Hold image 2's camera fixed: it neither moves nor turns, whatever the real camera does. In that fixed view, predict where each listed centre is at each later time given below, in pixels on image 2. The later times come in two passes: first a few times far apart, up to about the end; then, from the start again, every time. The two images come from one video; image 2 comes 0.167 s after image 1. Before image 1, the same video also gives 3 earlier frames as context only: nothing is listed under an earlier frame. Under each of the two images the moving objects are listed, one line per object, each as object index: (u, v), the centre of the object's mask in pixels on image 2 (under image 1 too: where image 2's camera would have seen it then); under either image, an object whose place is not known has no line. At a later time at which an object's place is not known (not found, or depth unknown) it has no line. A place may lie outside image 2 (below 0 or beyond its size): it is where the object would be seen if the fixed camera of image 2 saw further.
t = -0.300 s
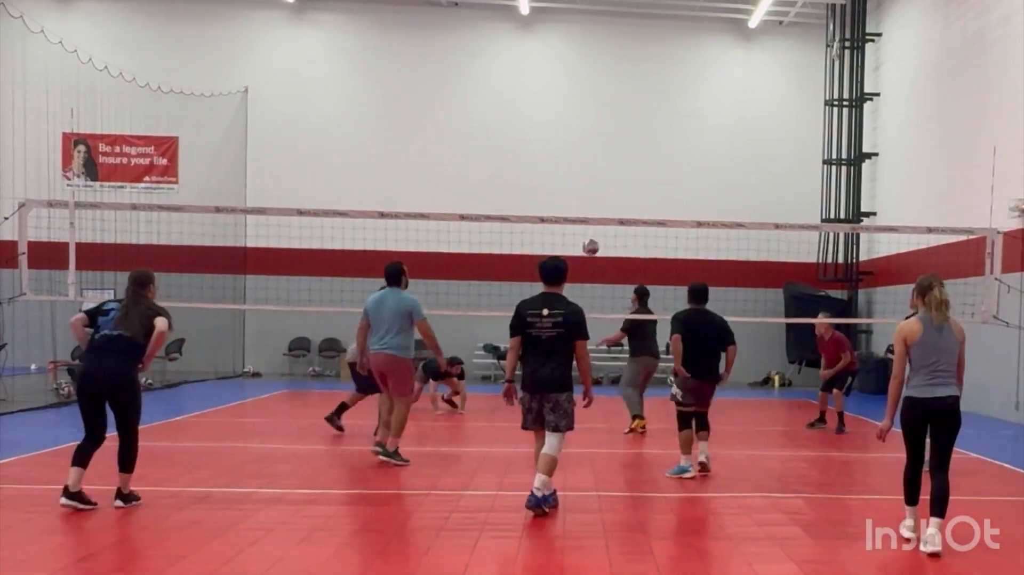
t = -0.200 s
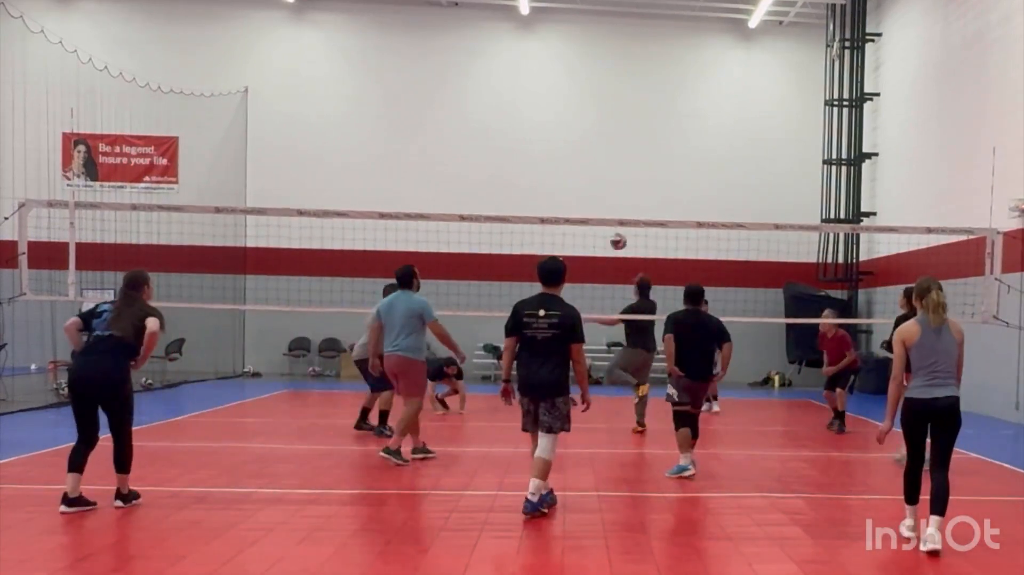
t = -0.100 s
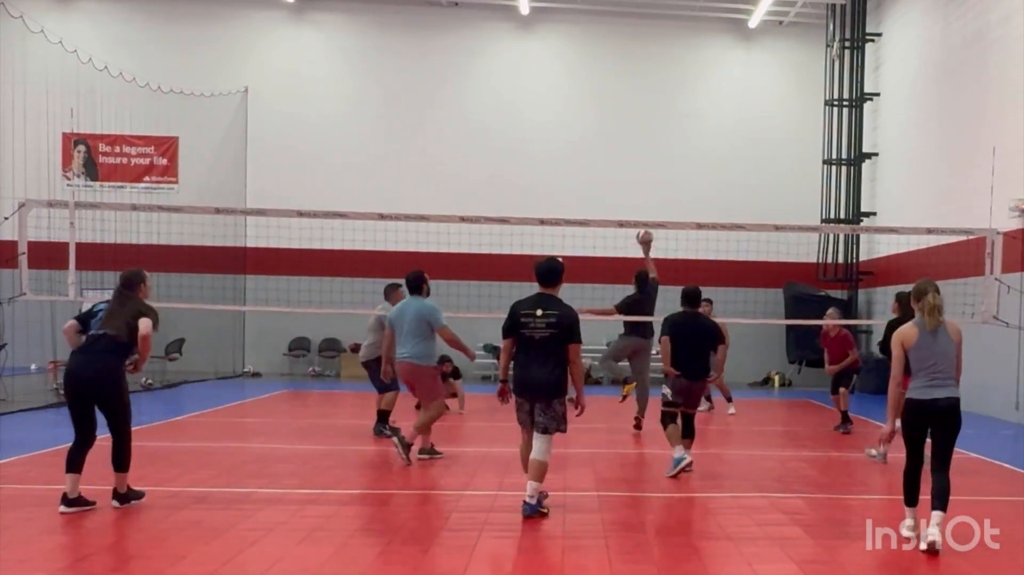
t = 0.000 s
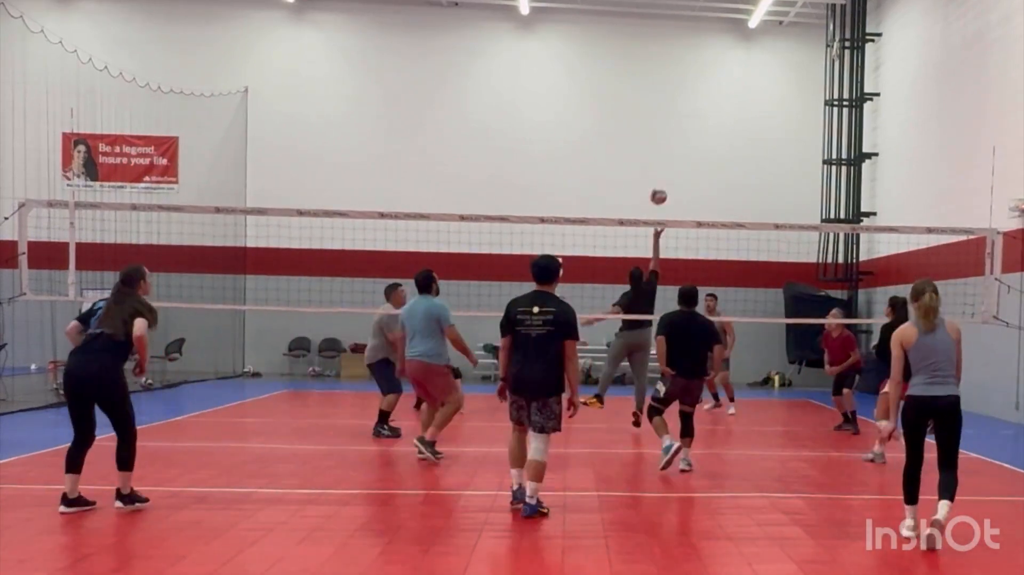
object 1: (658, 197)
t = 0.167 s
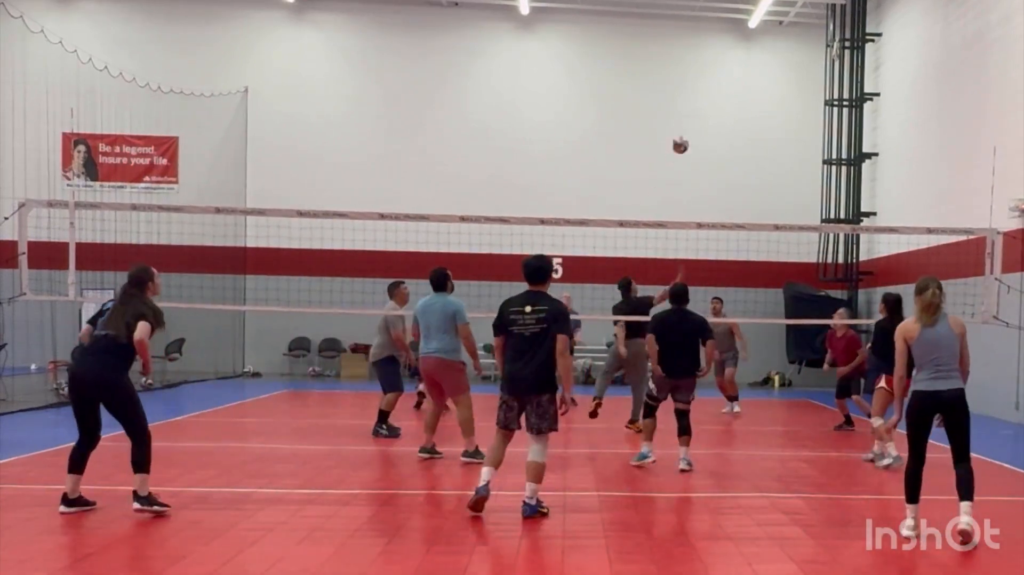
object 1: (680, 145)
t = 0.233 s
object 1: (689, 131)
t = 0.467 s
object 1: (718, 111)
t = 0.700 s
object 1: (745, 137)
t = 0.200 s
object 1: (684, 138)
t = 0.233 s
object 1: (689, 131)
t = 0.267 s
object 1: (693, 126)
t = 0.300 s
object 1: (697, 121)
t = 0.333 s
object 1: (701, 118)
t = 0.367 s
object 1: (705, 114)
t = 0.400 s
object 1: (709, 113)
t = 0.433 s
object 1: (714, 112)
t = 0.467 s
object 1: (718, 111)
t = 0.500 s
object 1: (722, 112)
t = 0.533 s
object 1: (725, 115)
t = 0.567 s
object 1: (730, 117)
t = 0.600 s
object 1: (734, 121)
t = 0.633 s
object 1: (738, 125)
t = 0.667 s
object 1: (742, 131)
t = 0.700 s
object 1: (745, 137)
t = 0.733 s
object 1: (749, 144)
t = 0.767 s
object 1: (753, 152)
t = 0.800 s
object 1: (757, 161)
